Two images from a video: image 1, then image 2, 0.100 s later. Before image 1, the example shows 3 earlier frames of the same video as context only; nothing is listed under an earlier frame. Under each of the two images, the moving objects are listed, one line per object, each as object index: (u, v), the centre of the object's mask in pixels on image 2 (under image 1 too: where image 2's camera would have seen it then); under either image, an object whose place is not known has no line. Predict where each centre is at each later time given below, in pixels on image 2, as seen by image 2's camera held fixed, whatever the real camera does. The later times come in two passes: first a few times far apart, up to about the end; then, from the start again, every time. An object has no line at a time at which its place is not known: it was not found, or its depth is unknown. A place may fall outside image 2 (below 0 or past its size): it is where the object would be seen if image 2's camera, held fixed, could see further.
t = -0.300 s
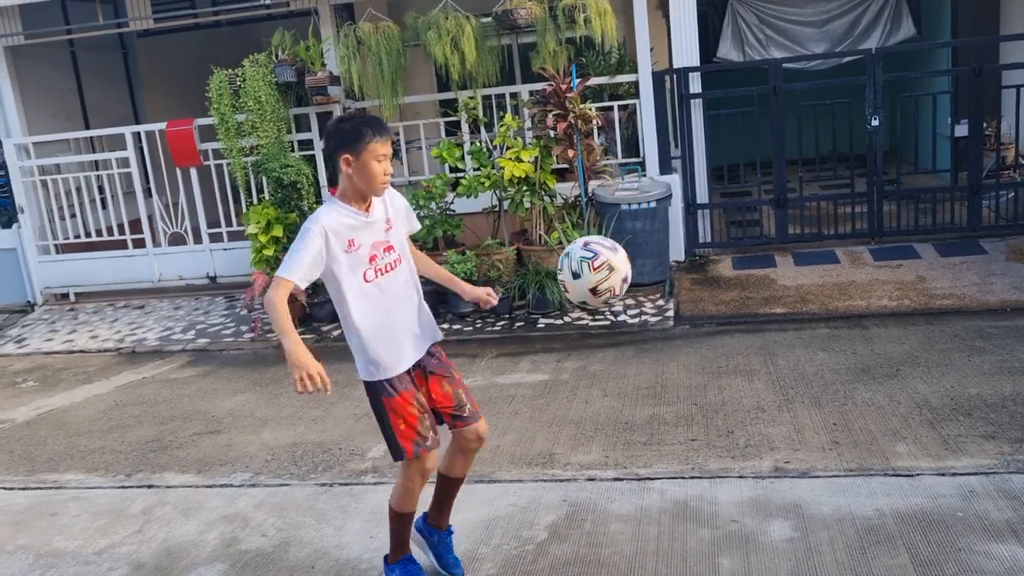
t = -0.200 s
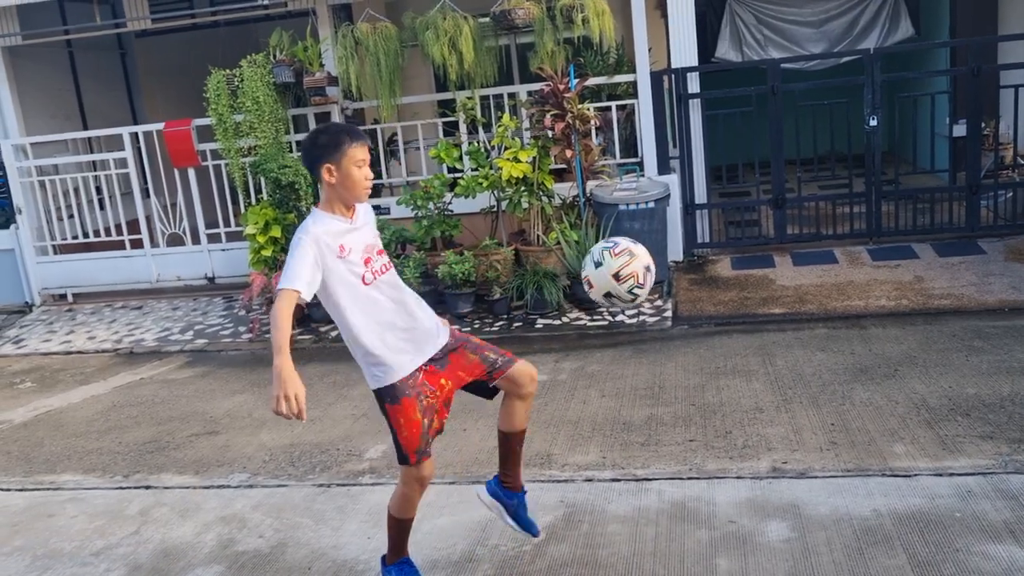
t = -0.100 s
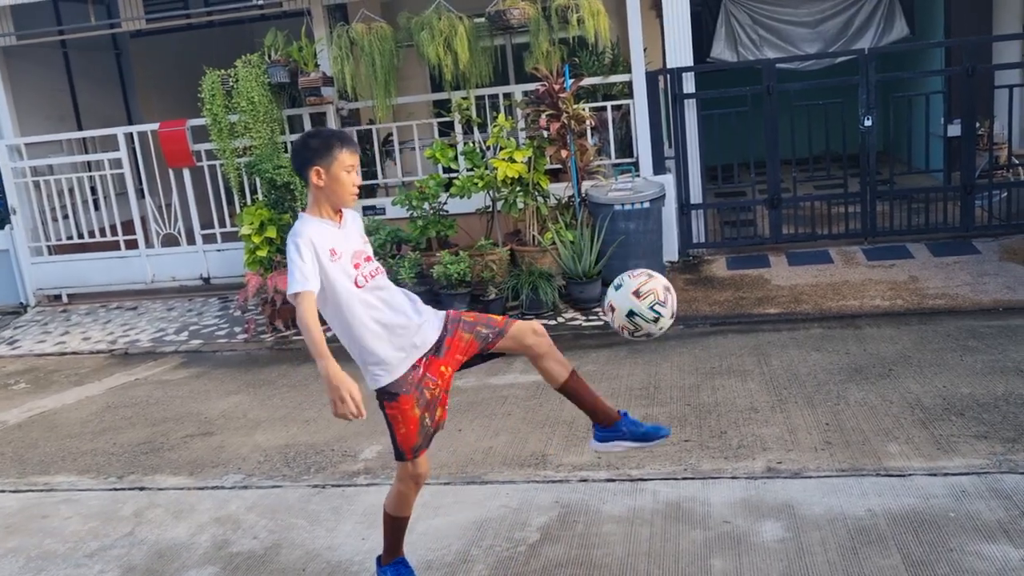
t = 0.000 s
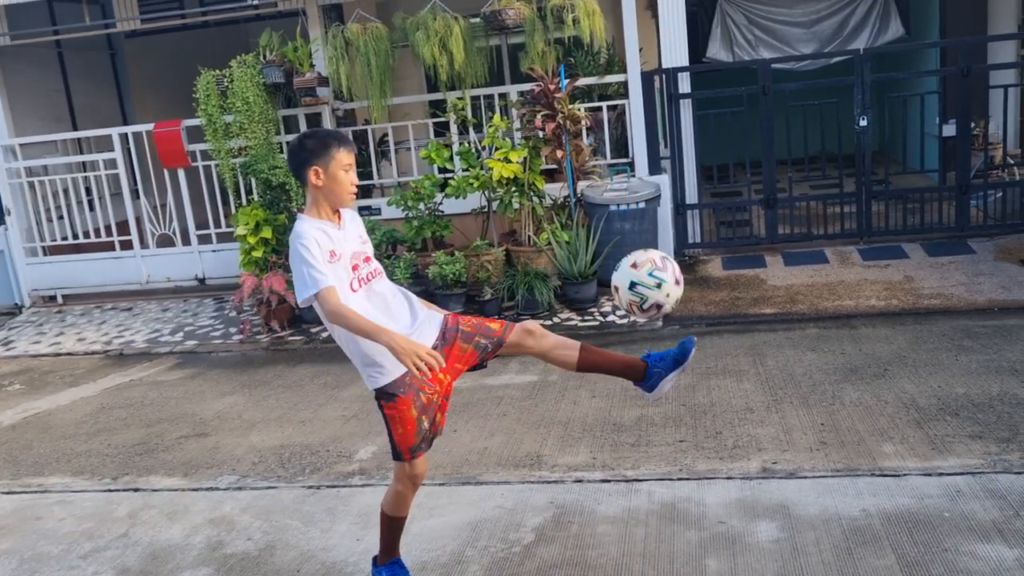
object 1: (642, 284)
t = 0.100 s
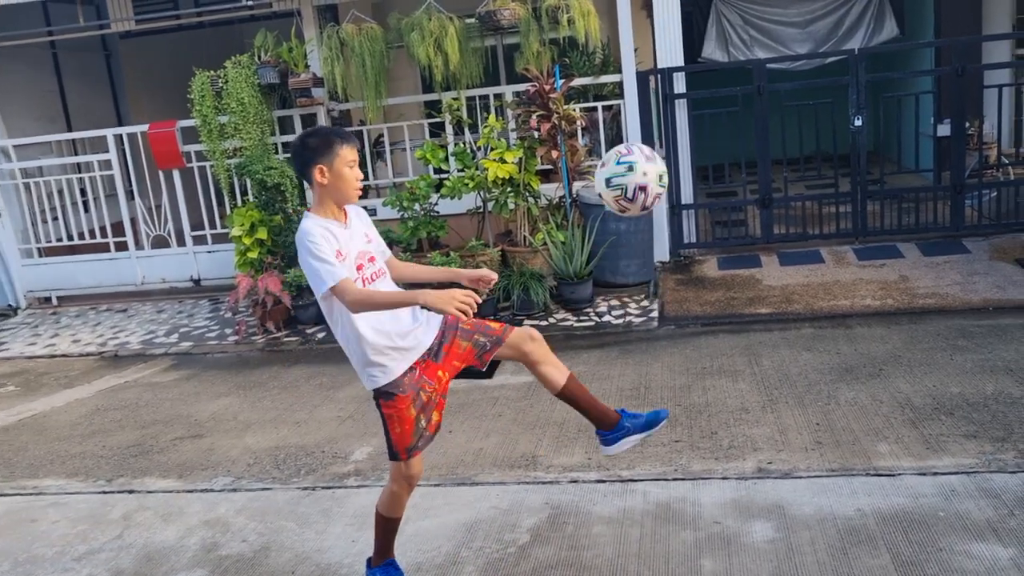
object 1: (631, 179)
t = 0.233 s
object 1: (619, 83)
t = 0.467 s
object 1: (609, 50)
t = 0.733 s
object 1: (616, 225)
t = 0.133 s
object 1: (628, 150)
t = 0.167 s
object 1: (624, 124)
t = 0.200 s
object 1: (621, 102)
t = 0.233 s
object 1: (619, 83)
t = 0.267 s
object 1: (616, 68)
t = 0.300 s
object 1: (614, 56)
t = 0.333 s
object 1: (613, 48)
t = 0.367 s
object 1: (611, 43)
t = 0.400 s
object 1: (610, 42)
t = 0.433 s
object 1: (609, 44)
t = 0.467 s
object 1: (609, 50)
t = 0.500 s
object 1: (609, 61)
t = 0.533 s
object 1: (609, 74)
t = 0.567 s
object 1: (609, 90)
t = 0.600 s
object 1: (610, 111)
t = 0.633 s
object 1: (610, 134)
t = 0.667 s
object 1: (612, 161)
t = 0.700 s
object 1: (614, 192)
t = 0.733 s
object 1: (616, 225)
